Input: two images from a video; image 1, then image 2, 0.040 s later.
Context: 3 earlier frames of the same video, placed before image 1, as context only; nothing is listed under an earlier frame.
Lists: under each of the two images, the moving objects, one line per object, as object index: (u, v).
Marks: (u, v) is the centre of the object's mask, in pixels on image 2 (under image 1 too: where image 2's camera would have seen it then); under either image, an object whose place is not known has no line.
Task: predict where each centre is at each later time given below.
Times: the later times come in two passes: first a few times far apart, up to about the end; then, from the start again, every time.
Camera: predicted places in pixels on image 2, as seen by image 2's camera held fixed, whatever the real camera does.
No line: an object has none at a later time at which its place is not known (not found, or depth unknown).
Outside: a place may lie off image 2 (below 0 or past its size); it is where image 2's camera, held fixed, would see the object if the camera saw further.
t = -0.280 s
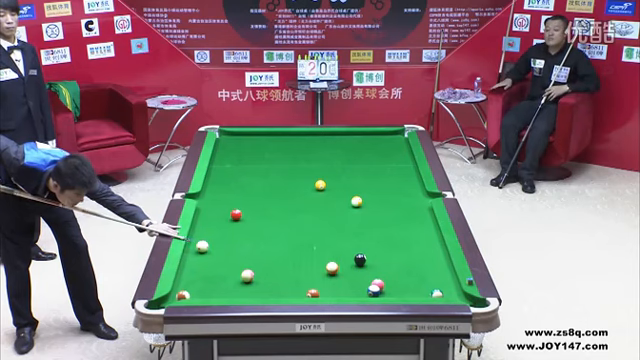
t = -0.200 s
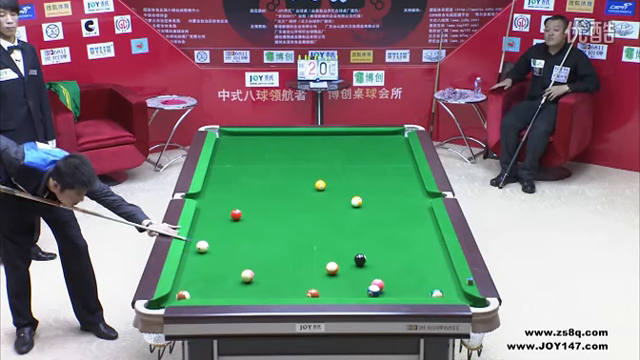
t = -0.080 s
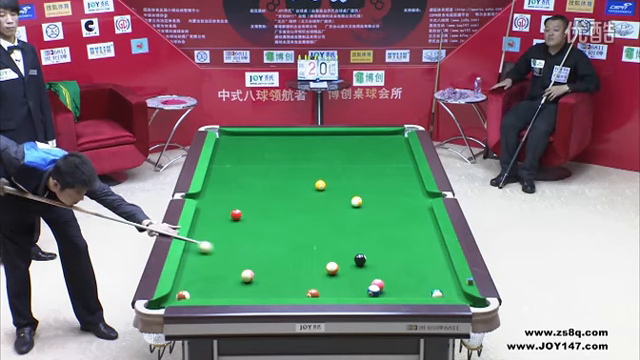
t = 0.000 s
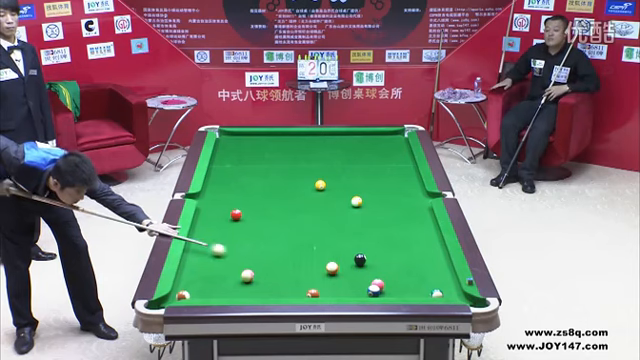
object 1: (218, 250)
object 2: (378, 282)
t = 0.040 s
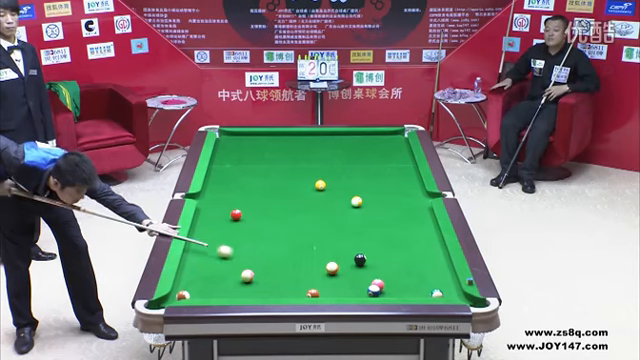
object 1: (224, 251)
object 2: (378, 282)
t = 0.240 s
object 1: (257, 259)
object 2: (378, 282)
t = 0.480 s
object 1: (297, 268)
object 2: (378, 282)
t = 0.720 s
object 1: (338, 277)
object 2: (378, 282)
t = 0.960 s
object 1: (365, 284)
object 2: (390, 286)
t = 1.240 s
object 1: (370, 285)
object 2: (422, 291)
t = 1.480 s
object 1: (373, 286)
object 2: (428, 291)
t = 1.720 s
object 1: (374, 286)
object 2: (432, 291)
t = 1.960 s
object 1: (374, 286)
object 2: (435, 292)
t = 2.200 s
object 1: (374, 286)
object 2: (436, 291)
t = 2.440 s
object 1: (374, 286)
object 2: (436, 291)
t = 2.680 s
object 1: (374, 286)
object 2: (436, 291)
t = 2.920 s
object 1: (374, 286)
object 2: (436, 291)
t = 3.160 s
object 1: (374, 286)
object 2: (436, 291)
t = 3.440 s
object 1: (374, 286)
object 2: (436, 291)
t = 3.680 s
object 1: (374, 286)
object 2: (436, 291)
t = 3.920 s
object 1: (374, 286)
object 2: (436, 291)
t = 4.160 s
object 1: (374, 286)
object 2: (436, 291)
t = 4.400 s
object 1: (374, 286)
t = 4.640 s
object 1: (374, 286)
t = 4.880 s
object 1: (374, 286)
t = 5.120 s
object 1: (374, 286)
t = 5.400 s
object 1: (374, 286)
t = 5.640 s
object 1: (374, 286)
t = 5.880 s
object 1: (374, 286)
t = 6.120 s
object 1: (374, 286)
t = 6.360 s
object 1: (374, 286)
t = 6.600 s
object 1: (374, 286)
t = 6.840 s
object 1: (374, 286)
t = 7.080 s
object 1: (374, 286)
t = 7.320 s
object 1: (374, 286)
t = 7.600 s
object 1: (374, 286)
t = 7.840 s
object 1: (374, 286)
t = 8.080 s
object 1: (374, 286)
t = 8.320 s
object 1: (374, 286)
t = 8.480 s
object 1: (374, 286)
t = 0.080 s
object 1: (231, 253)
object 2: (378, 282)
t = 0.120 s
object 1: (237, 254)
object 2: (378, 282)
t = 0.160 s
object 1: (244, 255)
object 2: (378, 282)
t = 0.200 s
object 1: (251, 257)
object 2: (378, 282)
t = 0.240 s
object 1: (257, 259)
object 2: (378, 282)
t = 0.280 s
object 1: (264, 260)
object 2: (378, 282)
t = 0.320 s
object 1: (271, 262)
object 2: (378, 282)
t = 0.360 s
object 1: (277, 263)
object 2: (378, 282)
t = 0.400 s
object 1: (284, 265)
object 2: (378, 282)
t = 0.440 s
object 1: (290, 266)
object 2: (378, 282)
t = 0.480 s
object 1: (297, 268)
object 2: (378, 282)
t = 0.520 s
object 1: (304, 269)
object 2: (378, 282)
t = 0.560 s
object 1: (311, 271)
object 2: (378, 282)
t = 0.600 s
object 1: (317, 272)
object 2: (378, 282)
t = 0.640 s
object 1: (323, 274)
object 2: (378, 282)
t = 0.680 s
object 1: (331, 276)
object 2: (378, 282)
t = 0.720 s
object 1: (338, 277)
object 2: (378, 282)
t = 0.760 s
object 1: (344, 279)
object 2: (378, 282)
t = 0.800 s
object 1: (351, 280)
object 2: (378, 282)
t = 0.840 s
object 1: (358, 282)
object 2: (378, 282)
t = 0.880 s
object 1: (363, 283)
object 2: (378, 283)
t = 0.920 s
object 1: (364, 284)
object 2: (384, 285)
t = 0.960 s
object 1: (365, 284)
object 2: (390, 286)
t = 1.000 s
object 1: (366, 285)
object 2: (395, 287)
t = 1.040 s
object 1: (367, 285)
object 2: (399, 288)
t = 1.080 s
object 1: (367, 285)
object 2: (404, 288)
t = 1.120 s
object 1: (368, 285)
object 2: (409, 289)
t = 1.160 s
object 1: (369, 285)
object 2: (414, 290)
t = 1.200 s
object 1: (370, 285)
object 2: (418, 290)
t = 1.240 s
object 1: (370, 285)
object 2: (422, 291)
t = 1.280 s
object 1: (371, 285)
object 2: (423, 291)
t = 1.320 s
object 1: (372, 286)
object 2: (424, 290)
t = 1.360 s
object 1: (372, 286)
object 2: (425, 291)
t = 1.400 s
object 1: (372, 286)
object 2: (426, 291)
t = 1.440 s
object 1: (373, 286)
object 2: (427, 291)
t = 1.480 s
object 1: (373, 286)
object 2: (428, 291)
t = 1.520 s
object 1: (374, 286)
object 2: (429, 291)
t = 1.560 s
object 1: (374, 286)
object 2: (430, 291)
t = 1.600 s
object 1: (374, 286)
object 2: (430, 291)
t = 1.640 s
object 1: (374, 286)
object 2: (431, 291)
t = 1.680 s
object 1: (374, 286)
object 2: (431, 291)
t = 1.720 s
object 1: (374, 286)
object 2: (432, 291)
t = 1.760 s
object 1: (374, 286)
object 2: (432, 291)
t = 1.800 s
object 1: (374, 286)
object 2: (433, 291)
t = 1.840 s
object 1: (374, 286)
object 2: (433, 291)
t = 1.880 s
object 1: (374, 286)
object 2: (434, 291)
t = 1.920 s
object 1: (374, 286)
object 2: (434, 291)
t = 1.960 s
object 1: (374, 286)
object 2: (435, 292)
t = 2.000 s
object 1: (374, 286)
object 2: (435, 292)
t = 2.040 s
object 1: (374, 286)
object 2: (436, 292)
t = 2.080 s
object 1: (374, 286)
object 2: (436, 292)
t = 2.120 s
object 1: (374, 286)
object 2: (436, 292)
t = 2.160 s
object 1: (374, 286)
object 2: (436, 292)
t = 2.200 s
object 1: (374, 286)
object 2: (436, 291)
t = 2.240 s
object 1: (374, 286)
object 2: (436, 291)
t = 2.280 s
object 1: (374, 286)
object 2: (436, 292)
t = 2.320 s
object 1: (374, 286)
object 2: (436, 292)
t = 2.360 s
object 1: (374, 286)
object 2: (436, 291)
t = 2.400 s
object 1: (374, 286)
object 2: (436, 292)
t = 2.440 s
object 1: (374, 286)
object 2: (436, 291)
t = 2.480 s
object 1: (374, 286)
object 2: (436, 291)
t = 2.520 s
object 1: (374, 286)
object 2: (436, 292)
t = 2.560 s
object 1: (374, 286)
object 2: (436, 292)
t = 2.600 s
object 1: (374, 286)
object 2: (436, 292)
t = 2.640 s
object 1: (374, 286)
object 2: (436, 292)
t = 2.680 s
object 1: (374, 286)
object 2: (436, 291)
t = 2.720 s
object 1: (374, 286)
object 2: (436, 291)
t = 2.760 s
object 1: (374, 286)
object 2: (436, 292)
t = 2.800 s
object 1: (374, 286)
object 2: (436, 291)
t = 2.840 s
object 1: (374, 286)
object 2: (436, 291)
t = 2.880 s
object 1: (374, 286)
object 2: (436, 291)
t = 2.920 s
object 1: (374, 286)
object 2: (436, 291)
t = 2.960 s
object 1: (374, 286)
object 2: (436, 291)
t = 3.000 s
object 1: (374, 286)
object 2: (436, 291)
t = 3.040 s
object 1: (374, 286)
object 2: (436, 291)
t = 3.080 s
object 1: (374, 286)
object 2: (436, 291)
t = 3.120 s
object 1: (374, 286)
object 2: (436, 291)
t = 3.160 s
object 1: (374, 286)
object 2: (436, 291)
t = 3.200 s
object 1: (374, 286)
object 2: (436, 291)
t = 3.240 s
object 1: (374, 286)
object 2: (436, 291)
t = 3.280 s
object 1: (374, 286)
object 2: (436, 291)
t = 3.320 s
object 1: (374, 286)
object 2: (436, 291)
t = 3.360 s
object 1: (374, 286)
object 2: (436, 291)
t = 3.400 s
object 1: (374, 286)
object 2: (436, 291)
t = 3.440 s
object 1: (374, 286)
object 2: (436, 291)
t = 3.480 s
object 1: (374, 286)
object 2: (436, 291)
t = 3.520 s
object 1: (374, 286)
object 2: (436, 291)
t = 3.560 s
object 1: (374, 286)
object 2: (436, 291)
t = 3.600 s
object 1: (374, 286)
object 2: (436, 291)
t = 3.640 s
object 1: (374, 286)
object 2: (436, 291)
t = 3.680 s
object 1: (374, 286)
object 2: (436, 291)
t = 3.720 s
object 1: (374, 286)
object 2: (436, 291)
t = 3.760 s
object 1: (374, 286)
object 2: (436, 291)
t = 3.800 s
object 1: (374, 286)
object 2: (436, 291)
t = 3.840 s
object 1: (374, 286)
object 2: (436, 291)
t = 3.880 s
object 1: (374, 286)
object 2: (436, 291)
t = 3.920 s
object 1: (374, 286)
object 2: (436, 291)
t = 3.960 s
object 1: (374, 286)
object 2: (436, 291)
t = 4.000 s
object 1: (374, 286)
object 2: (436, 291)
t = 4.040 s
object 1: (374, 286)
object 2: (436, 291)
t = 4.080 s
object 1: (374, 286)
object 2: (436, 291)
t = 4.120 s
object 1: (374, 286)
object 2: (436, 291)
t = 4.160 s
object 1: (374, 286)
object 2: (436, 291)
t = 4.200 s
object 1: (374, 286)
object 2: (436, 291)
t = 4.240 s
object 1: (374, 286)
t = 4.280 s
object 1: (374, 286)
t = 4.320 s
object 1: (374, 286)
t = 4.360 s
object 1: (374, 286)
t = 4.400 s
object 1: (374, 286)
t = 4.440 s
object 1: (374, 286)
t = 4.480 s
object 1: (374, 286)
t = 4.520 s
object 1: (374, 286)
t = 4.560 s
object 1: (374, 286)
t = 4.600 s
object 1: (374, 286)
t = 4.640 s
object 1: (374, 286)
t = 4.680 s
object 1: (374, 286)
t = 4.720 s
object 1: (374, 286)
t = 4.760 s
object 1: (374, 286)
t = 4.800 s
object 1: (374, 286)
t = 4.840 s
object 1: (374, 286)
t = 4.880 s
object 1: (374, 286)
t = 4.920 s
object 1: (374, 286)
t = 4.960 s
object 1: (374, 286)
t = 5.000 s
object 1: (374, 286)
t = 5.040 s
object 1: (374, 286)
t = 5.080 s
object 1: (374, 286)
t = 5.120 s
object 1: (374, 286)
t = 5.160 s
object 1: (374, 286)
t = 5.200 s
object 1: (374, 286)
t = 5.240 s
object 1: (374, 286)
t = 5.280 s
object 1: (374, 286)
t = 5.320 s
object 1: (374, 286)
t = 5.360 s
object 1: (374, 286)
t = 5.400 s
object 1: (374, 286)
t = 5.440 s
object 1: (374, 286)
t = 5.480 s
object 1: (374, 286)
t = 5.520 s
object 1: (374, 286)
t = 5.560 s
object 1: (374, 286)
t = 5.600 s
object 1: (374, 286)
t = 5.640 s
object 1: (374, 286)
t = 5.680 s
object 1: (374, 286)
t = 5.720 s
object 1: (374, 286)
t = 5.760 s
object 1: (374, 286)
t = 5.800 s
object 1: (374, 286)
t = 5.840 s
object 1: (374, 286)
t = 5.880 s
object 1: (374, 286)
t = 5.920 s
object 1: (374, 286)
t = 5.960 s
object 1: (374, 286)
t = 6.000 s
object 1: (374, 286)
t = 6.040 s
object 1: (374, 286)
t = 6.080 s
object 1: (374, 286)
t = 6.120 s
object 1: (374, 286)
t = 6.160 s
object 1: (374, 286)
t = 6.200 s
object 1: (374, 286)
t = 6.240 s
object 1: (374, 286)
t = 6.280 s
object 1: (374, 286)
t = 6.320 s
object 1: (374, 286)
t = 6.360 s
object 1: (374, 286)
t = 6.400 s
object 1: (374, 286)
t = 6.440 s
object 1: (374, 286)
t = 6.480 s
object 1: (374, 286)
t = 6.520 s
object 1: (374, 286)
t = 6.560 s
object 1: (374, 286)
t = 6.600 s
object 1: (374, 286)
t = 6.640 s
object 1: (374, 286)
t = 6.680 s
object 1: (374, 286)
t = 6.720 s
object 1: (374, 286)
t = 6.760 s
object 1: (374, 286)
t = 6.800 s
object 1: (374, 286)
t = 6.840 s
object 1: (374, 286)
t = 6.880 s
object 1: (374, 286)
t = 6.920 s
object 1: (374, 286)
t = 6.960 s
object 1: (374, 286)
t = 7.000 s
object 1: (374, 286)
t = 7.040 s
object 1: (374, 286)
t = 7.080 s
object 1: (374, 286)
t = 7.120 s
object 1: (374, 286)
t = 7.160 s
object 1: (374, 286)
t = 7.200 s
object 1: (374, 286)
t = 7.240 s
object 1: (374, 286)
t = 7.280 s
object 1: (374, 286)
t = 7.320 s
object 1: (374, 286)
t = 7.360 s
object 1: (374, 286)
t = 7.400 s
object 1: (374, 286)
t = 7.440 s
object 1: (374, 286)
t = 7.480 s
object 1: (374, 286)
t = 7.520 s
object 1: (374, 286)
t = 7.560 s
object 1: (374, 286)
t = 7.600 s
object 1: (374, 286)
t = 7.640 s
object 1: (374, 286)
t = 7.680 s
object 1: (374, 286)
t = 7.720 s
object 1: (374, 286)
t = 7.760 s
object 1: (374, 286)
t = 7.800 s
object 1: (374, 286)
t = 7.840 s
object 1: (374, 286)
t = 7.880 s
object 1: (374, 286)
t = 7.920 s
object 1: (374, 286)
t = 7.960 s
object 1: (374, 286)
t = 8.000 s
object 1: (374, 286)
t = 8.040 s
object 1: (374, 286)
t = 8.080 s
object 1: (374, 286)
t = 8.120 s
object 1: (374, 286)
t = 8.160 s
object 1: (374, 286)
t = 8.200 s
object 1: (374, 286)
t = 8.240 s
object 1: (374, 286)
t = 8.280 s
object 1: (374, 286)
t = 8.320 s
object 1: (374, 286)
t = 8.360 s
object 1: (374, 286)
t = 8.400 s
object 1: (374, 286)
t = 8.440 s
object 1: (374, 286)
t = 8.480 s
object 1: (374, 286)
